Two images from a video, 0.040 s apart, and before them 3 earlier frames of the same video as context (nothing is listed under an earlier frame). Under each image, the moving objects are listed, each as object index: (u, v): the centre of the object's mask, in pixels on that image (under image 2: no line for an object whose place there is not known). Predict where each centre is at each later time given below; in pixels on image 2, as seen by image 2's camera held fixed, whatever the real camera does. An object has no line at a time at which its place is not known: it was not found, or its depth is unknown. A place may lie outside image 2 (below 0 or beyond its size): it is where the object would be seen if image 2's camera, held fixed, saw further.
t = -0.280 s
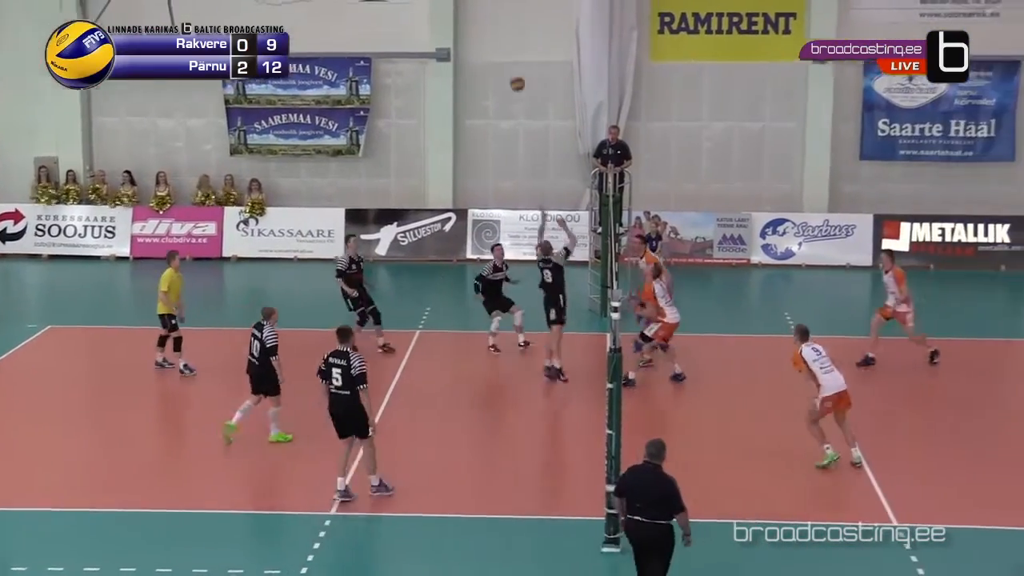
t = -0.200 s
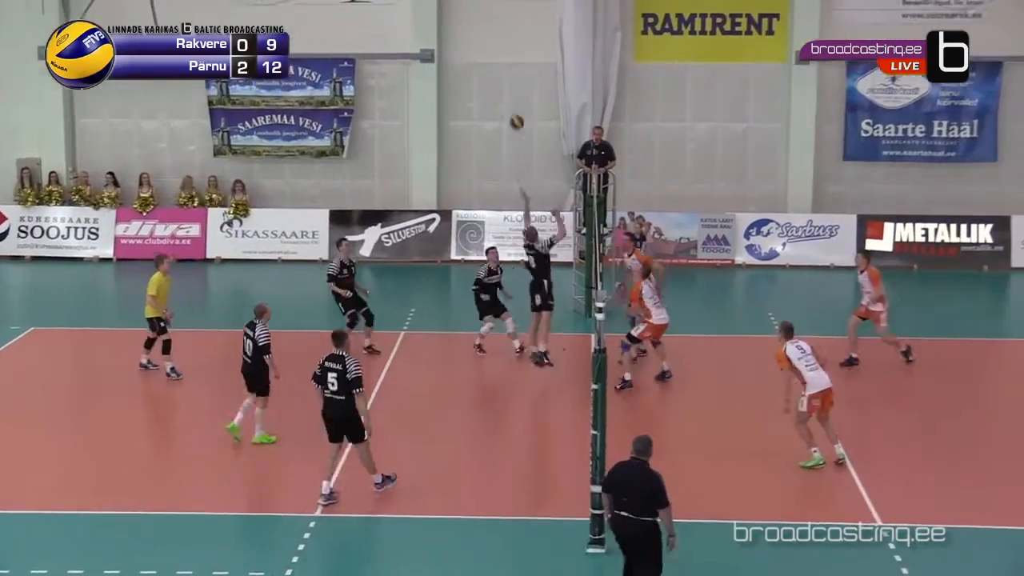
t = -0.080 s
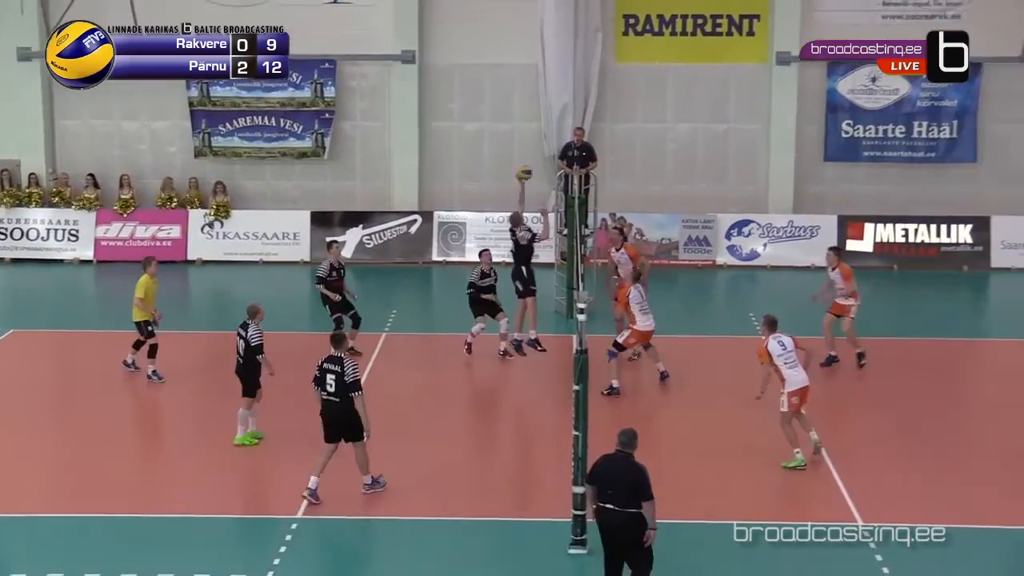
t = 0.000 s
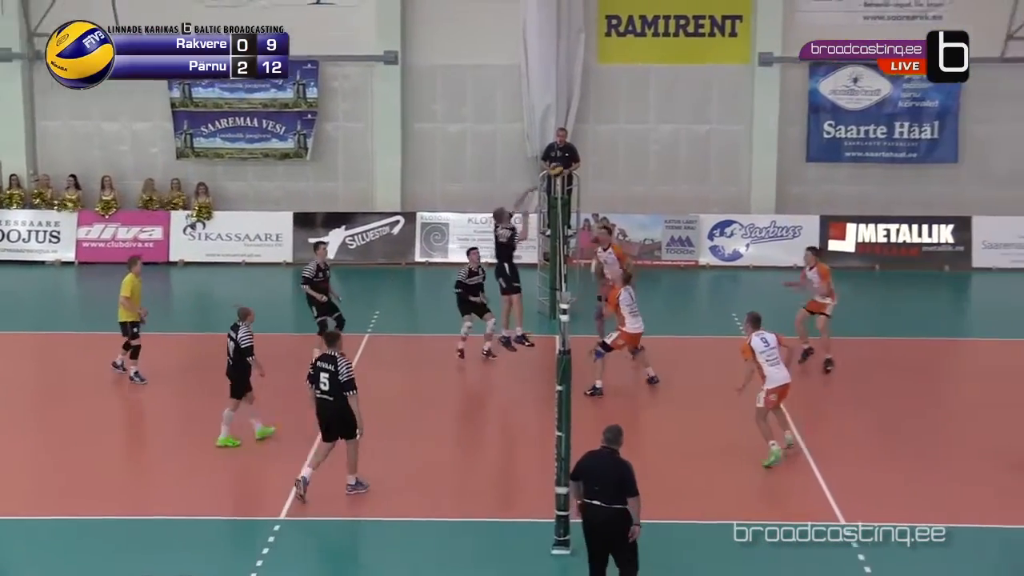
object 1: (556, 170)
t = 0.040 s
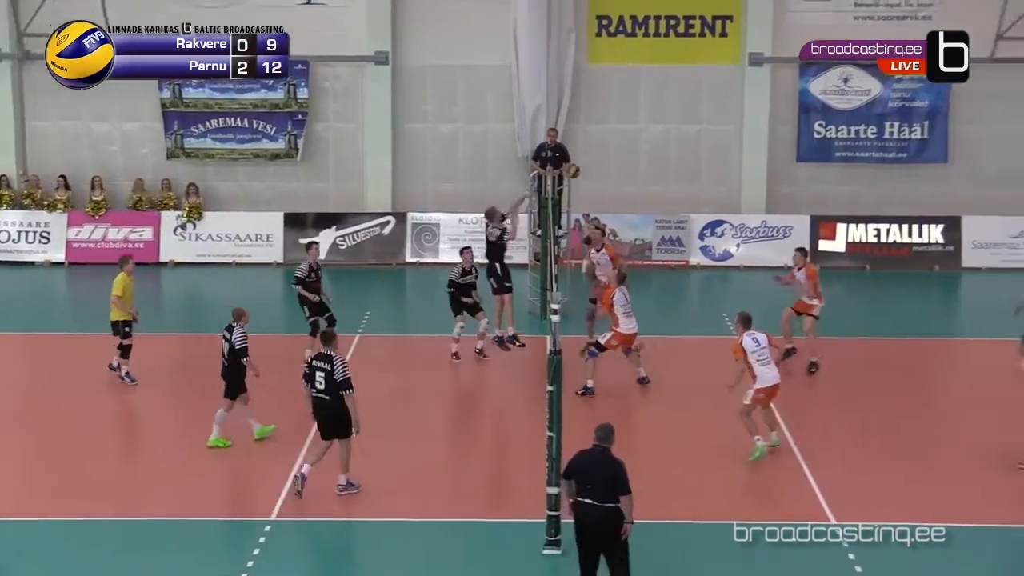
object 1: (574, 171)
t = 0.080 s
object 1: (597, 173)
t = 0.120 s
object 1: (622, 177)
